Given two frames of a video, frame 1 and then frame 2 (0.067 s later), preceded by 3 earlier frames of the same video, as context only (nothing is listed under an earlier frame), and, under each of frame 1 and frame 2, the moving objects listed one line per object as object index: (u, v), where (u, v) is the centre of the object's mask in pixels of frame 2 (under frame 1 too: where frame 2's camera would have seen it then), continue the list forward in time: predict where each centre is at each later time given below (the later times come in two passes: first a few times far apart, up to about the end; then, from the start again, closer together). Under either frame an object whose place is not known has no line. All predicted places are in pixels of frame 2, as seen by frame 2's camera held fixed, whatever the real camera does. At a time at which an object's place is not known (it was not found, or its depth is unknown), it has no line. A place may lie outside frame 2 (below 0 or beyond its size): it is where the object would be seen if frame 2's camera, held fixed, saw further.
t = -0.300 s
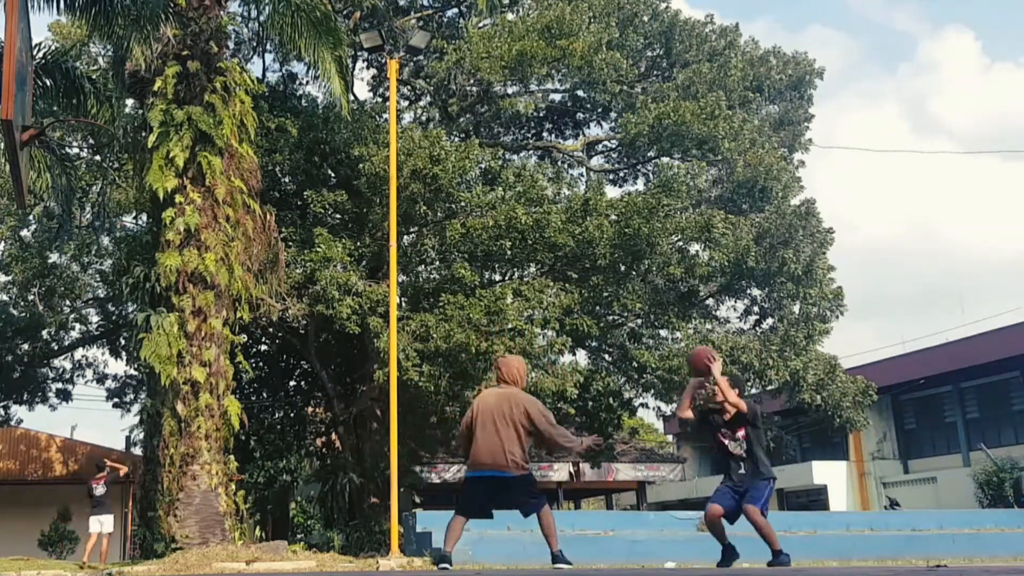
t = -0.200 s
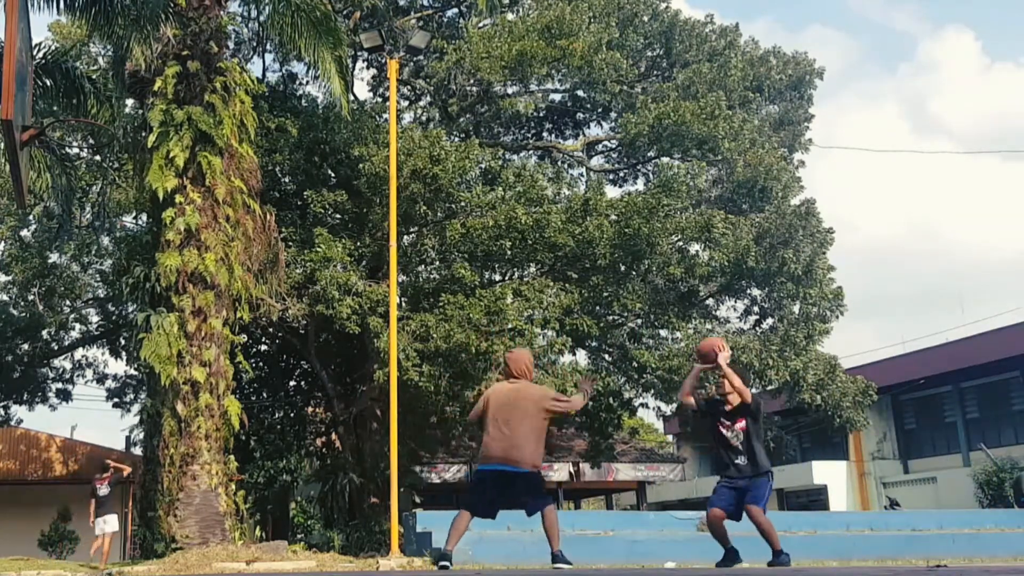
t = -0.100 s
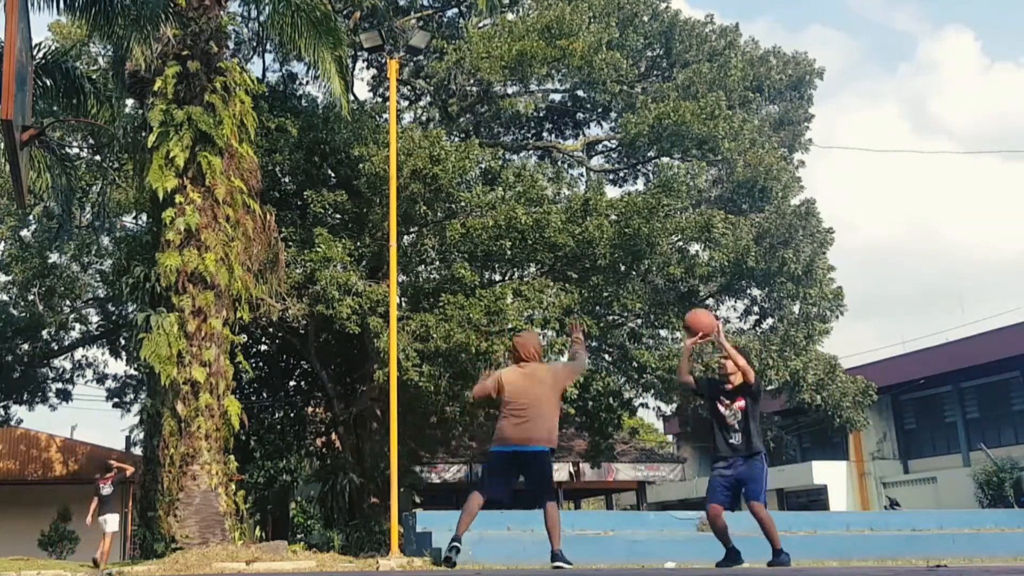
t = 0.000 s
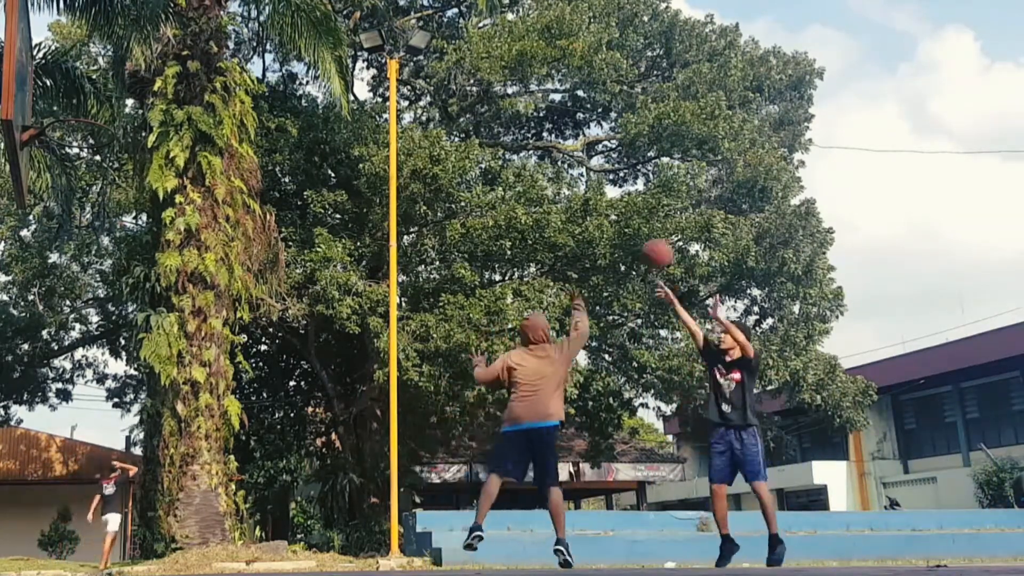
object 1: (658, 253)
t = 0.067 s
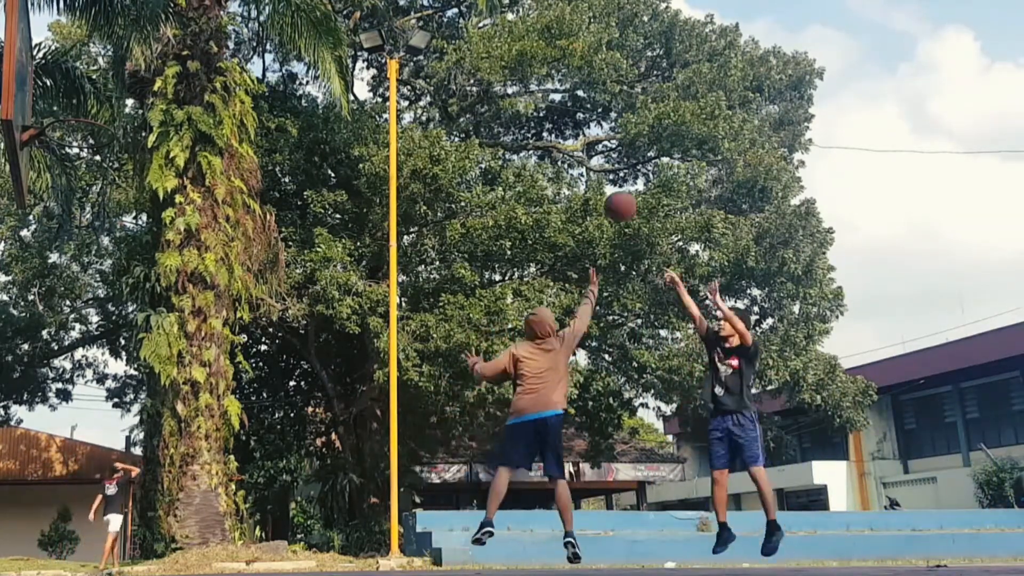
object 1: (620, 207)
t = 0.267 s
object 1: (516, 93)
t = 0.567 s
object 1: (361, 12)
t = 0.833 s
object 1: (218, 25)
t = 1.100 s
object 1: (65, 135)
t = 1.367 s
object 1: (84, 233)
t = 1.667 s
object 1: (120, 346)
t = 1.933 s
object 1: (147, 547)
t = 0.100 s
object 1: (602, 184)
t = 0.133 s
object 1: (585, 164)
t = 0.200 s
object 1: (550, 126)
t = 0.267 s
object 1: (516, 93)
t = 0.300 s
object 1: (498, 80)
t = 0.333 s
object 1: (482, 68)
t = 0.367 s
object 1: (464, 55)
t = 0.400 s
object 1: (447, 45)
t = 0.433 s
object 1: (429, 36)
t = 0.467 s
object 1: (412, 28)
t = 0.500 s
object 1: (395, 21)
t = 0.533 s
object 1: (378, 15)
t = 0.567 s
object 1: (361, 12)
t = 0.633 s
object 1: (326, 9)
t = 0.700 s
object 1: (290, 10)
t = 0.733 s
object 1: (274, 11)
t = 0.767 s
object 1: (255, 14)
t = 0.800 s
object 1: (236, 18)
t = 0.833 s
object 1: (218, 25)
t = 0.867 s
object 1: (201, 34)
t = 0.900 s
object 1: (182, 43)
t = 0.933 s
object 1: (162, 55)
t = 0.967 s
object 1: (144, 67)
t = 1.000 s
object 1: (125, 79)
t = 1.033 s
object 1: (104, 96)
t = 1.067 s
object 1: (85, 112)
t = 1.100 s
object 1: (65, 135)
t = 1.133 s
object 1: (64, 154)
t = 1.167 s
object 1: (63, 177)
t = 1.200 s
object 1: (63, 201)
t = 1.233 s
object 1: (67, 216)
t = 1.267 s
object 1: (72, 220)
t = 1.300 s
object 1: (77, 223)
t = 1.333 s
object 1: (81, 229)
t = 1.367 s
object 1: (84, 233)
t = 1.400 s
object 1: (89, 240)
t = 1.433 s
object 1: (93, 248)
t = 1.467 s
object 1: (97, 257)
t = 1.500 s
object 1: (101, 269)
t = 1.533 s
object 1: (105, 282)
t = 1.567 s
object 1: (110, 296)
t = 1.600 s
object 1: (112, 311)
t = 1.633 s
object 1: (117, 328)
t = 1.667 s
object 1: (120, 346)
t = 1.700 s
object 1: (124, 365)
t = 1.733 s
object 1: (127, 386)
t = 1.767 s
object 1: (131, 409)
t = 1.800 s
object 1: (134, 433)
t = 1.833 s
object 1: (138, 460)
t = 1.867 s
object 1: (141, 486)
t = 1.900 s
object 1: (144, 515)
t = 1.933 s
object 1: (147, 547)
